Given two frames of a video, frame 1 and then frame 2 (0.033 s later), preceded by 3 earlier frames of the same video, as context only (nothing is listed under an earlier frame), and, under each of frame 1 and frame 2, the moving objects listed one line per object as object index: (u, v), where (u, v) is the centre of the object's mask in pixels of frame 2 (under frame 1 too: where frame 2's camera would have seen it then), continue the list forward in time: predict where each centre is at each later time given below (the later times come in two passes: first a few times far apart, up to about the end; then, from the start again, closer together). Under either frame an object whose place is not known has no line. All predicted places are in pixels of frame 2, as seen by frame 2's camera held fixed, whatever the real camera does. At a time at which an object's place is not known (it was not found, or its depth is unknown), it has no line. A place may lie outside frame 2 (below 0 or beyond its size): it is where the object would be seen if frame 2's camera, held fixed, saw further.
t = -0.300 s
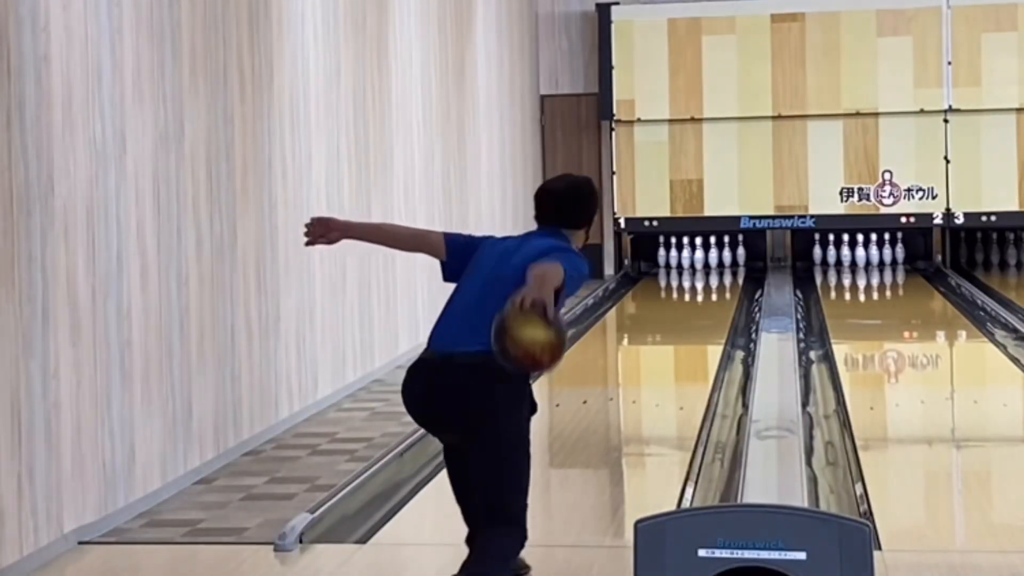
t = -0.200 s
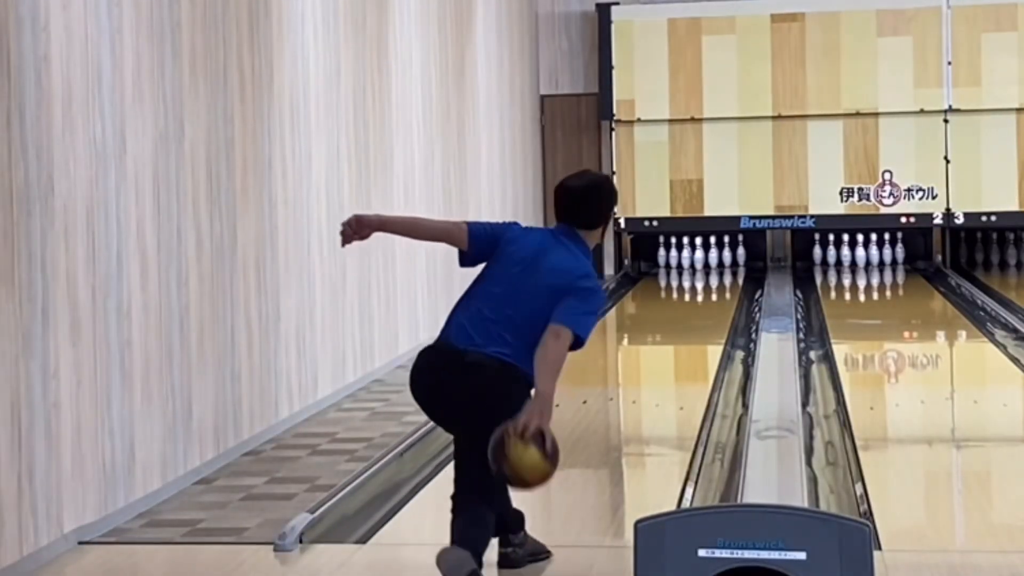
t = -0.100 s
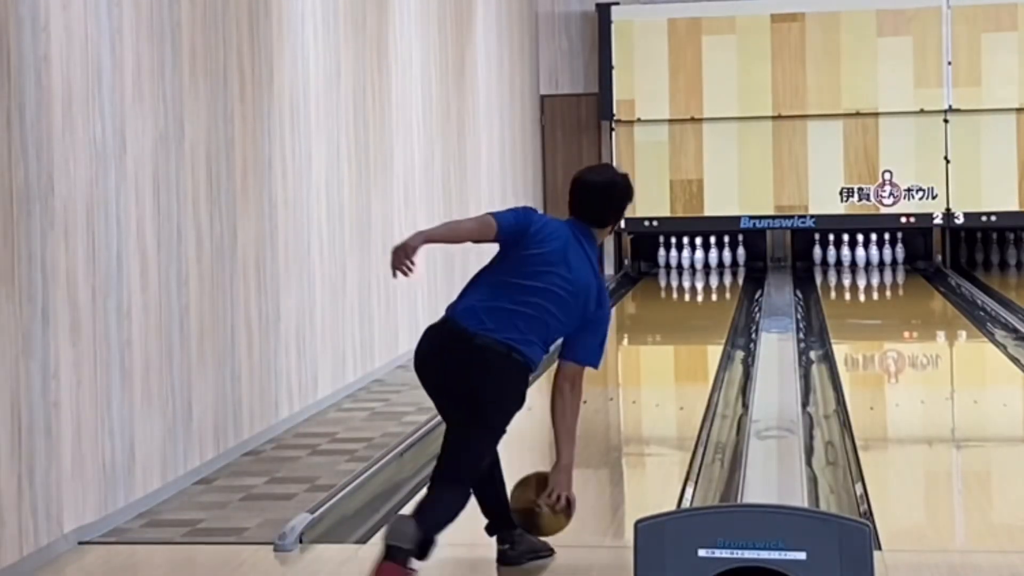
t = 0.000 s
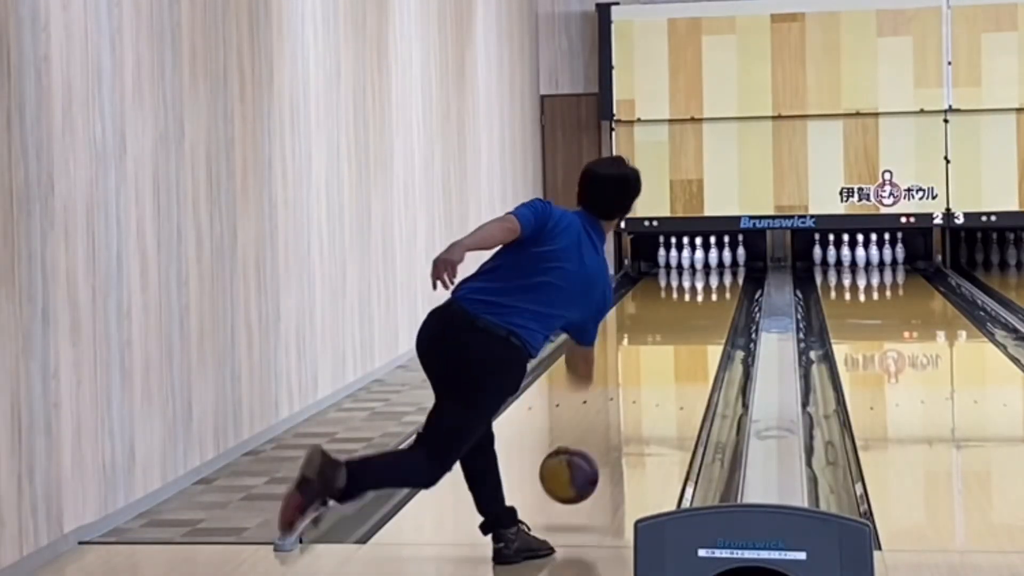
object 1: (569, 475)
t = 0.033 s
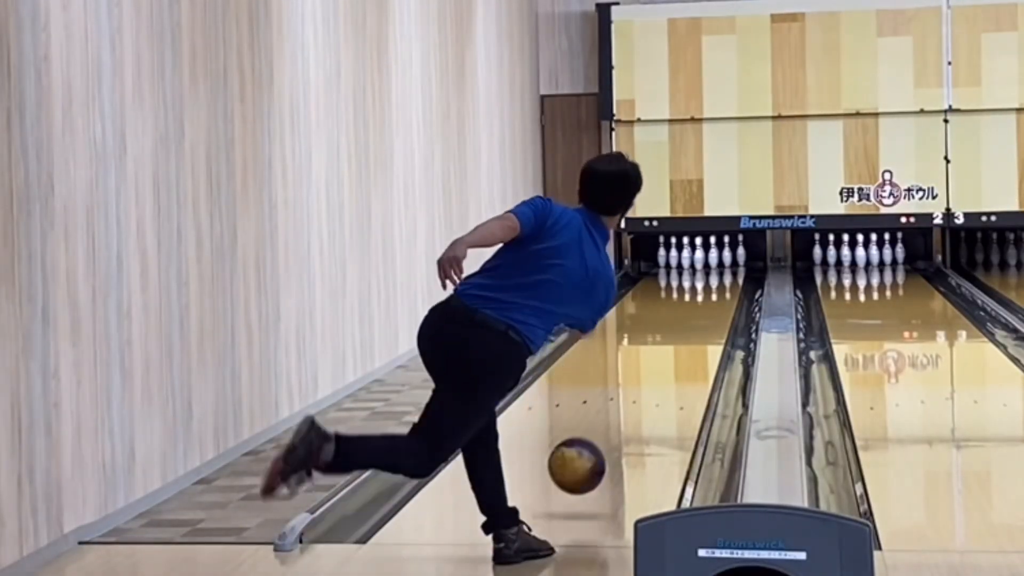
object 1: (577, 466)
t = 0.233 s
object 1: (615, 437)
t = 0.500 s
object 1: (649, 388)
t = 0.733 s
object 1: (670, 357)
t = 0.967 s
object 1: (685, 333)
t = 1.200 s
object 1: (697, 315)
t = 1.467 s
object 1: (707, 298)
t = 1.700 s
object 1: (714, 285)
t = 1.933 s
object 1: (716, 276)
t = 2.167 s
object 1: (713, 268)
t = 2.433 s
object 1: (704, 261)
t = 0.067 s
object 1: (584, 460)
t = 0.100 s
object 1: (591, 457)
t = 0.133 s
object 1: (598, 458)
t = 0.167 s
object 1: (604, 451)
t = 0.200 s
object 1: (609, 443)
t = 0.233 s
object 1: (615, 437)
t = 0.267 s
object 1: (620, 430)
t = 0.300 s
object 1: (625, 423)
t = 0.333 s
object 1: (629, 417)
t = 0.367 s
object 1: (633, 410)
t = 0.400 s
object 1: (637, 405)
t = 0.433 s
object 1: (641, 399)
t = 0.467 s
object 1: (645, 393)
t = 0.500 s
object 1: (649, 388)
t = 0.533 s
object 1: (652, 383)
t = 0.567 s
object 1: (655, 378)
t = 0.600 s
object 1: (658, 374)
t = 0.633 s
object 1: (662, 369)
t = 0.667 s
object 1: (664, 364)
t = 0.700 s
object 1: (667, 361)
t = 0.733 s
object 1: (670, 357)
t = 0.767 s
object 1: (672, 353)
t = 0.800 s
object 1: (674, 350)
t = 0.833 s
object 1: (677, 346)
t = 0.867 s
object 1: (679, 343)
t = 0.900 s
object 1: (682, 340)
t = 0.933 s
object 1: (684, 336)
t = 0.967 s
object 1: (685, 333)
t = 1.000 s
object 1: (687, 330)
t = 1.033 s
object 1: (689, 327)
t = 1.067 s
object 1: (691, 325)
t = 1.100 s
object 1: (693, 323)
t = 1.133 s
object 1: (695, 320)
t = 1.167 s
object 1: (696, 317)
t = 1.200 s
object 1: (697, 315)
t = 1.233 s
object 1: (699, 312)
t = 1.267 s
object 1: (700, 311)
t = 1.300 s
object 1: (702, 309)
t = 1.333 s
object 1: (703, 306)
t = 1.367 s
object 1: (704, 303)
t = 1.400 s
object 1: (705, 301)
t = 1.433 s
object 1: (706, 300)
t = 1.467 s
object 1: (707, 298)
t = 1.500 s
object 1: (709, 296)
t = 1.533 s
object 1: (709, 294)
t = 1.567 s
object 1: (710, 292)
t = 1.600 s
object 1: (712, 290)
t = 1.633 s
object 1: (712, 289)
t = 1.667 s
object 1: (713, 287)
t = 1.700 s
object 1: (714, 285)
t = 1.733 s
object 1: (715, 285)
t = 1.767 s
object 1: (715, 282)
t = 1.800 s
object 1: (716, 281)
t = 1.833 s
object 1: (715, 279)
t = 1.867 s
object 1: (716, 278)
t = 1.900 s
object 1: (716, 278)
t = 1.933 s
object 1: (716, 276)
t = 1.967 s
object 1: (716, 275)
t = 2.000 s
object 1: (715, 273)
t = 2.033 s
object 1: (715, 272)
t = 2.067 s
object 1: (714, 270)
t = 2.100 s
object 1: (714, 271)
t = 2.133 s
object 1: (714, 269)
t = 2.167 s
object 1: (713, 268)
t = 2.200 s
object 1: (713, 267)
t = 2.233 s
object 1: (710, 266)
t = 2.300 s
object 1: (708, 264)
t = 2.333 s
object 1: (706, 264)
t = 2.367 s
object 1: (705, 262)
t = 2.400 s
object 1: (704, 263)
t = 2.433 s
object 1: (704, 261)
